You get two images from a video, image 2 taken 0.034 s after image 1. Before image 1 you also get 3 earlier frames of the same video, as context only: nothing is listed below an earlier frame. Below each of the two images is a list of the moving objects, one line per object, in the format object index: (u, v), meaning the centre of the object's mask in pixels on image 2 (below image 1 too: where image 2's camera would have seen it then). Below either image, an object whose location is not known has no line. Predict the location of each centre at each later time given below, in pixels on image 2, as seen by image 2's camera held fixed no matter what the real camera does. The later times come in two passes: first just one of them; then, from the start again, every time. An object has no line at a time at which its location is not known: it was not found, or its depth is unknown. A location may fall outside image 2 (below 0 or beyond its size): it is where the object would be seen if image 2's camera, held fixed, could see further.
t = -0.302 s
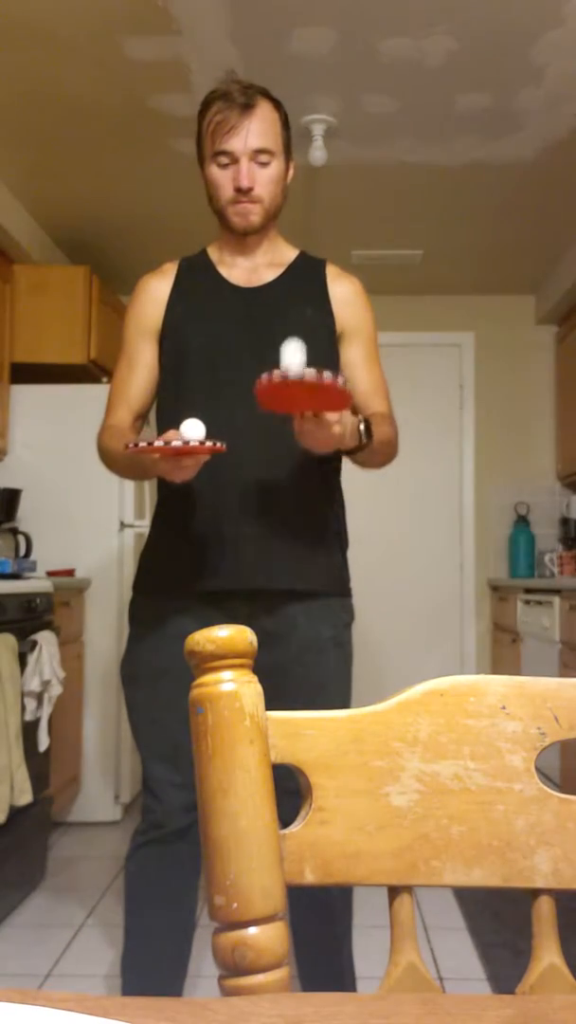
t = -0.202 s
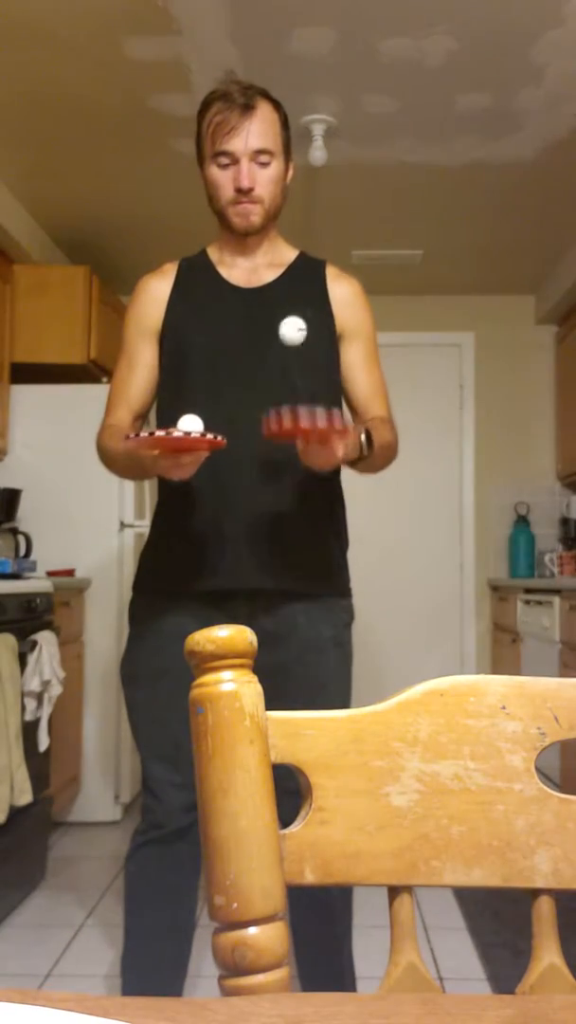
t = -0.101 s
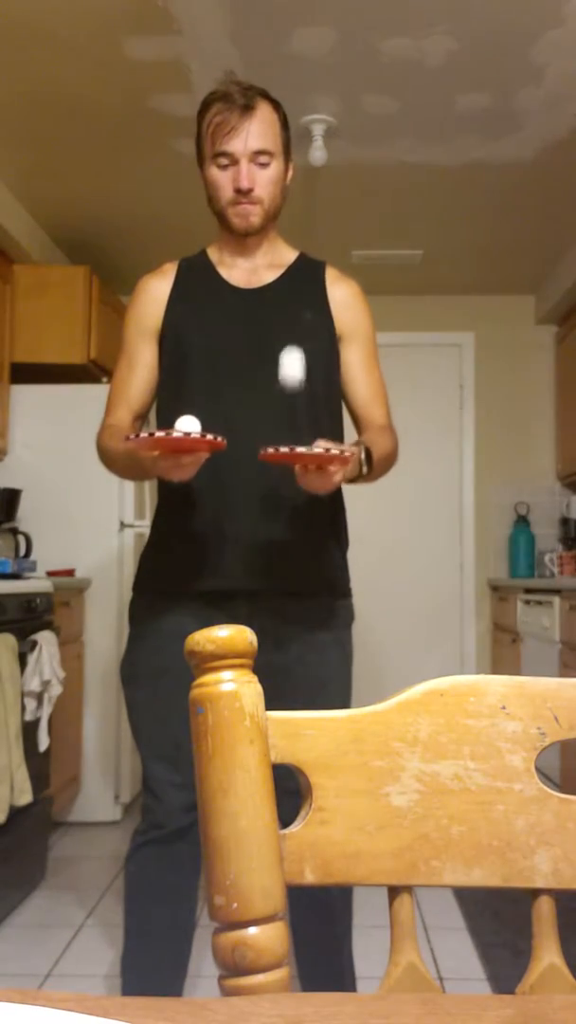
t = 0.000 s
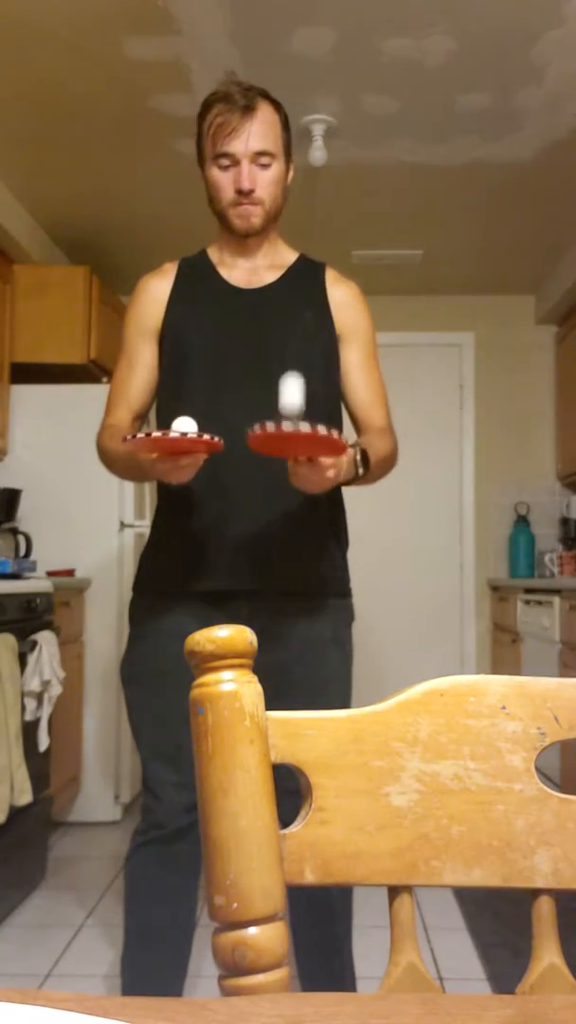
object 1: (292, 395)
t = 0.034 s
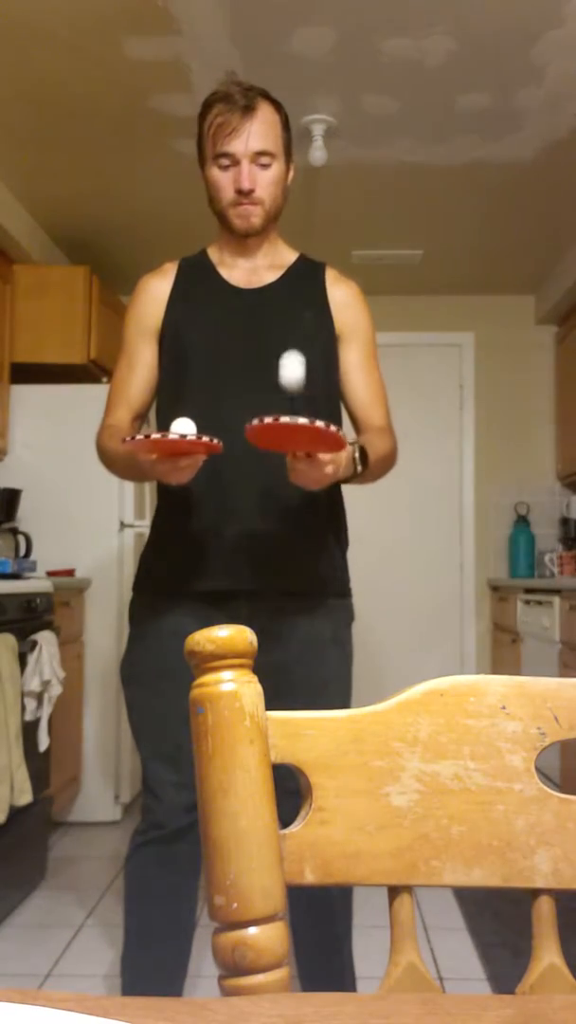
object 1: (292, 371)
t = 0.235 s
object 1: (293, 376)
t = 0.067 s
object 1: (292, 353)
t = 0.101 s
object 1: (292, 344)
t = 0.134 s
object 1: (293, 341)
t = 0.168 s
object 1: (293, 346)
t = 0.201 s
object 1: (293, 357)
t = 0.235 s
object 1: (293, 376)
